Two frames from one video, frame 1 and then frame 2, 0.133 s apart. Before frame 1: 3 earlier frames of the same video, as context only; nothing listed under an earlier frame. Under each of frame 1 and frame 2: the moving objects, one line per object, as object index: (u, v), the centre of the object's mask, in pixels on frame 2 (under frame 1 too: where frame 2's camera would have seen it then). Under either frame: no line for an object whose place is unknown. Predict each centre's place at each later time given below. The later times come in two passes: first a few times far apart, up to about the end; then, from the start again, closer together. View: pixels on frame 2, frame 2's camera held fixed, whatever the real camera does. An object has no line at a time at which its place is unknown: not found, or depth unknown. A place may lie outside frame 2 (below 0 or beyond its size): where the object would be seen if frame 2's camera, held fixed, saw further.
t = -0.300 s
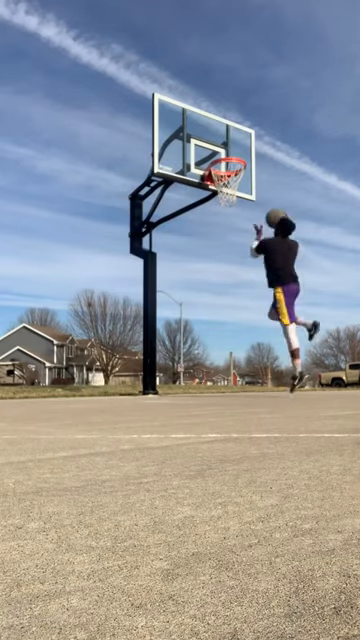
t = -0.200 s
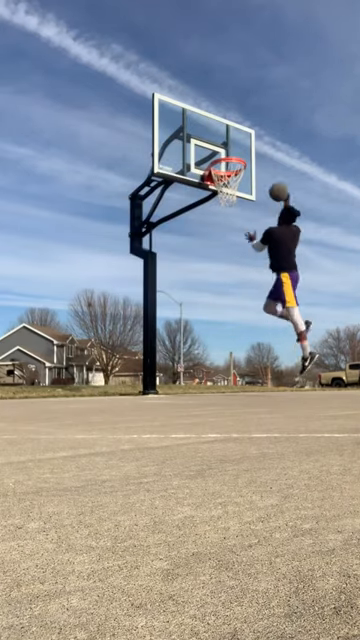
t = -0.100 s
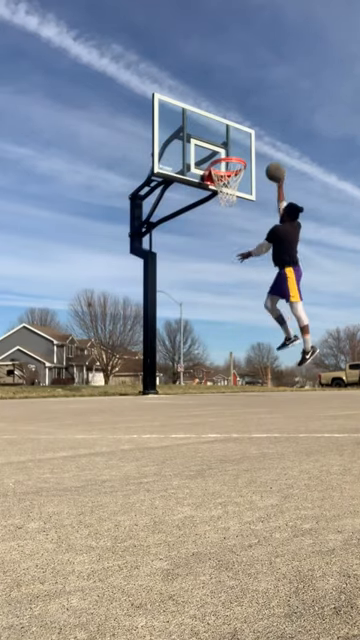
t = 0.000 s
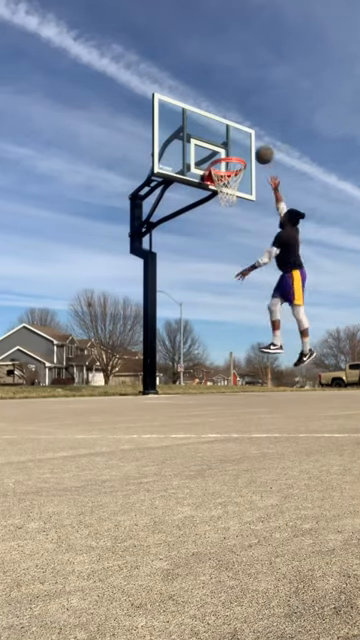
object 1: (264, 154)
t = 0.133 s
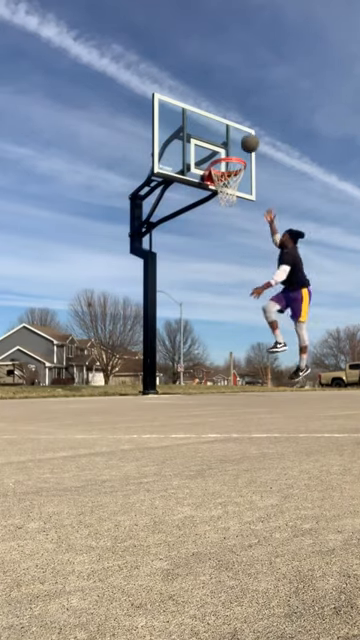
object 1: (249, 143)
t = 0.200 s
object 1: (242, 143)
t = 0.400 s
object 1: (221, 154)
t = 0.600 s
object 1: (234, 189)
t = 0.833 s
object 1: (245, 226)
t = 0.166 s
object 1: (246, 143)
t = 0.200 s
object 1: (242, 143)
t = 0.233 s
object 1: (239, 143)
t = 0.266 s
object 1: (236, 145)
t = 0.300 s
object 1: (233, 147)
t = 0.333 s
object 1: (229, 149)
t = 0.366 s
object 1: (225, 151)
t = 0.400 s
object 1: (221, 154)
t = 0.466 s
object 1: (223, 174)
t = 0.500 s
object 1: (224, 176)
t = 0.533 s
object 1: (227, 180)
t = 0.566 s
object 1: (231, 184)
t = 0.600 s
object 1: (234, 189)
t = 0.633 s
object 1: (237, 193)
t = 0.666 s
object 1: (238, 198)
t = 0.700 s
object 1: (239, 201)
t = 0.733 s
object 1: (240, 206)
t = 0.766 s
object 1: (242, 212)
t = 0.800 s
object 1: (244, 218)
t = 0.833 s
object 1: (245, 226)
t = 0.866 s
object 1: (246, 234)
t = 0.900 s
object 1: (248, 243)
